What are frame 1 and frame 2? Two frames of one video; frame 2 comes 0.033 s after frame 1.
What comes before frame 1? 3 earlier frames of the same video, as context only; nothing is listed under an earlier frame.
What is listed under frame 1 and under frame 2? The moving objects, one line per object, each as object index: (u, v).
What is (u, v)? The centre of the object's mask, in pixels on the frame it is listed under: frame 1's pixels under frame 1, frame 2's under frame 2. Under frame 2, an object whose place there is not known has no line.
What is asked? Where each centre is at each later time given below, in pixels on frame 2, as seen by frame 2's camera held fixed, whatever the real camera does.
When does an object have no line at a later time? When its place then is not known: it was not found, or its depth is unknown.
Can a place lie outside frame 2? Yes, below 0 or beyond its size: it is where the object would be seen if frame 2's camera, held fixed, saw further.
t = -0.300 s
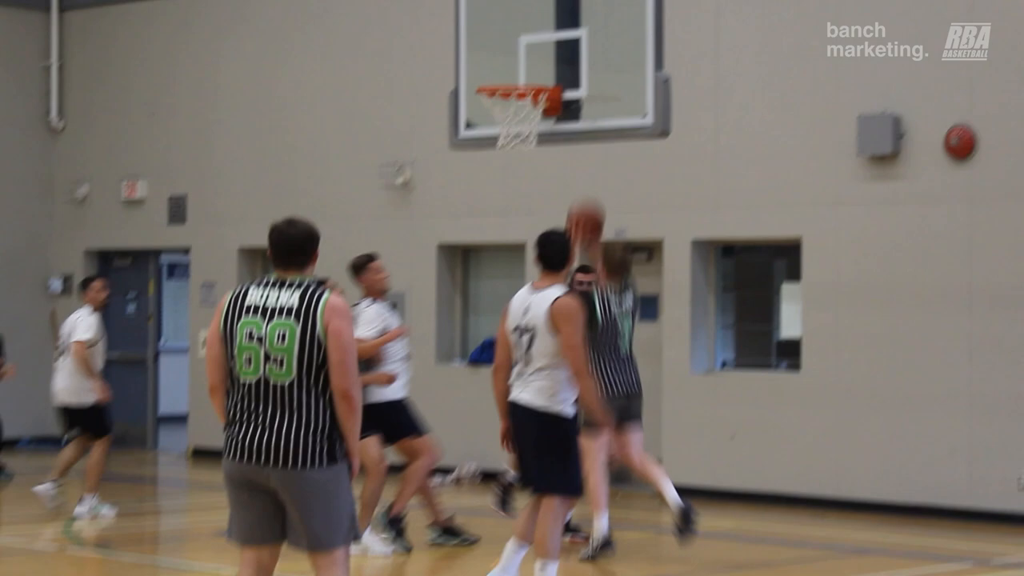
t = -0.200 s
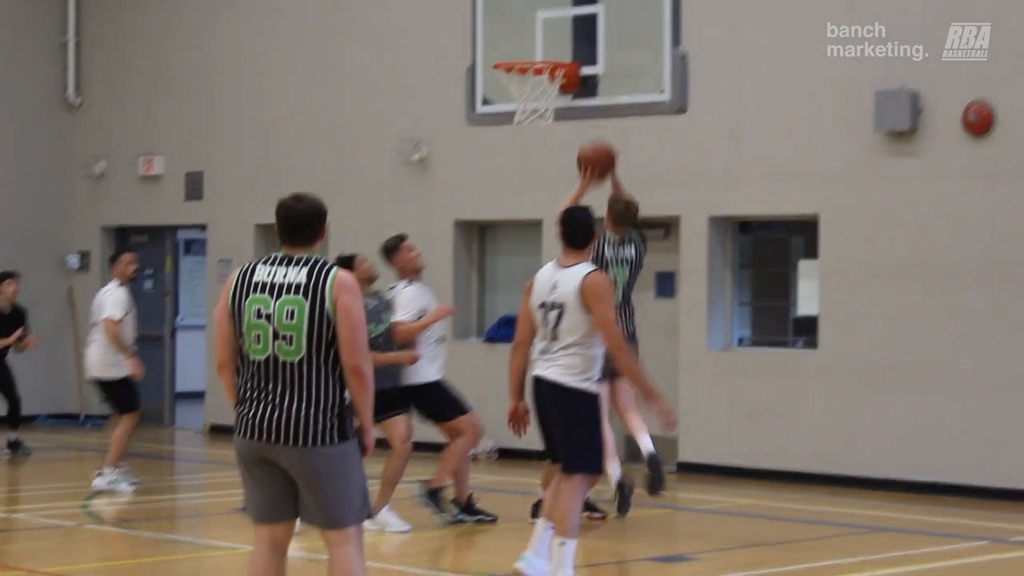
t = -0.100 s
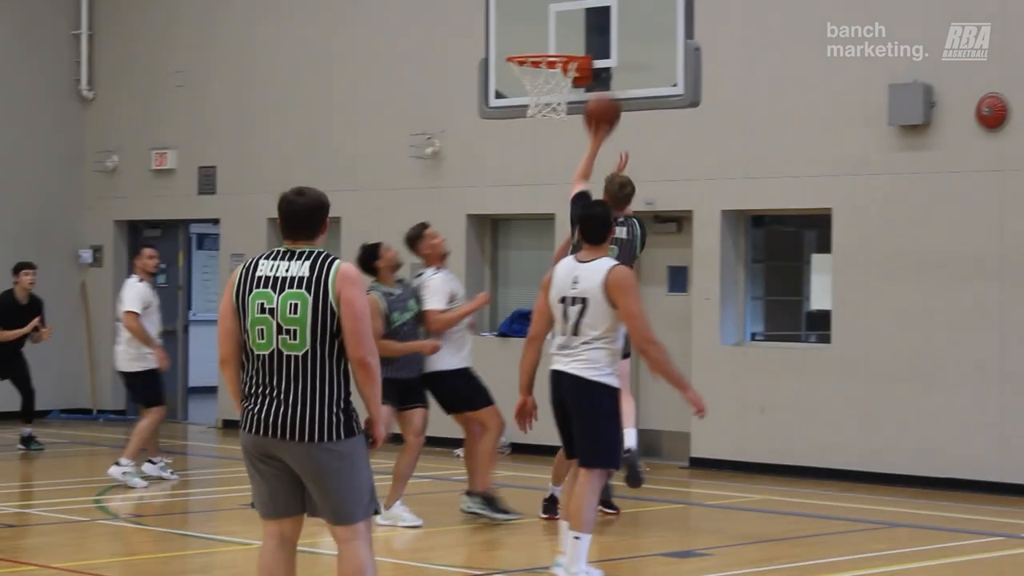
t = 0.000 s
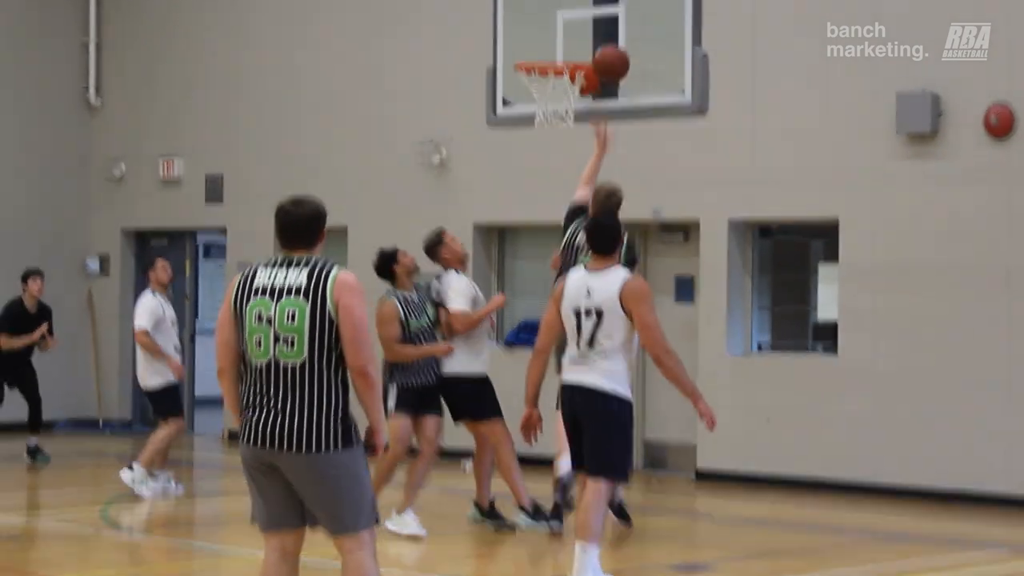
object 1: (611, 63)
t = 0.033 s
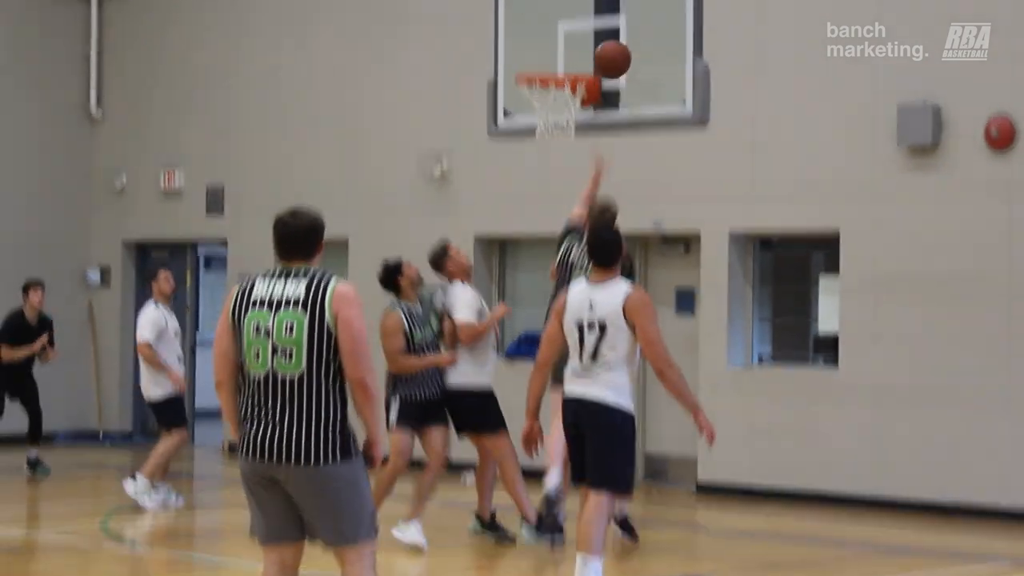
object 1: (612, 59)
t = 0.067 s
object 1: (612, 44)
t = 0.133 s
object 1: (613, 15)
